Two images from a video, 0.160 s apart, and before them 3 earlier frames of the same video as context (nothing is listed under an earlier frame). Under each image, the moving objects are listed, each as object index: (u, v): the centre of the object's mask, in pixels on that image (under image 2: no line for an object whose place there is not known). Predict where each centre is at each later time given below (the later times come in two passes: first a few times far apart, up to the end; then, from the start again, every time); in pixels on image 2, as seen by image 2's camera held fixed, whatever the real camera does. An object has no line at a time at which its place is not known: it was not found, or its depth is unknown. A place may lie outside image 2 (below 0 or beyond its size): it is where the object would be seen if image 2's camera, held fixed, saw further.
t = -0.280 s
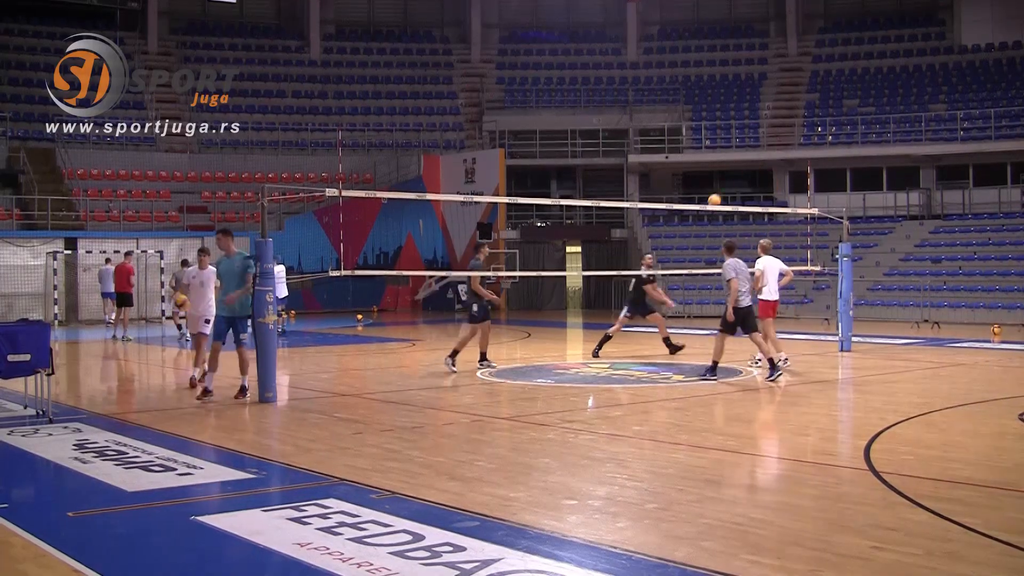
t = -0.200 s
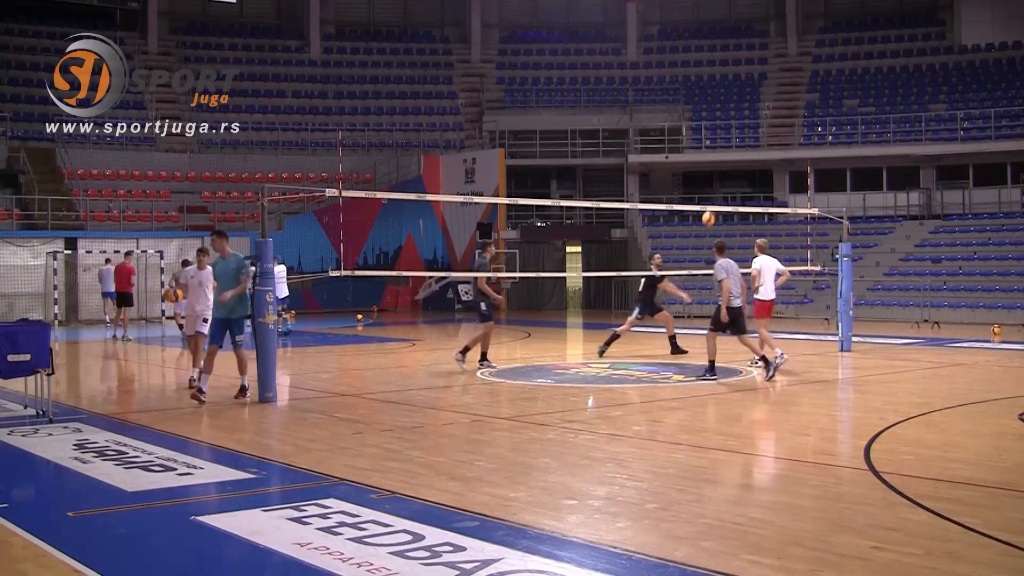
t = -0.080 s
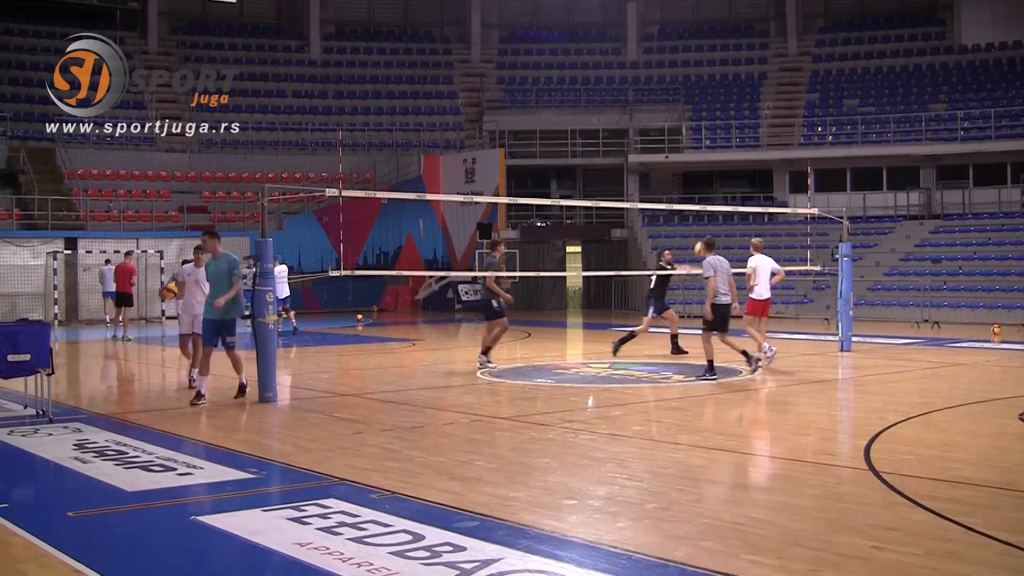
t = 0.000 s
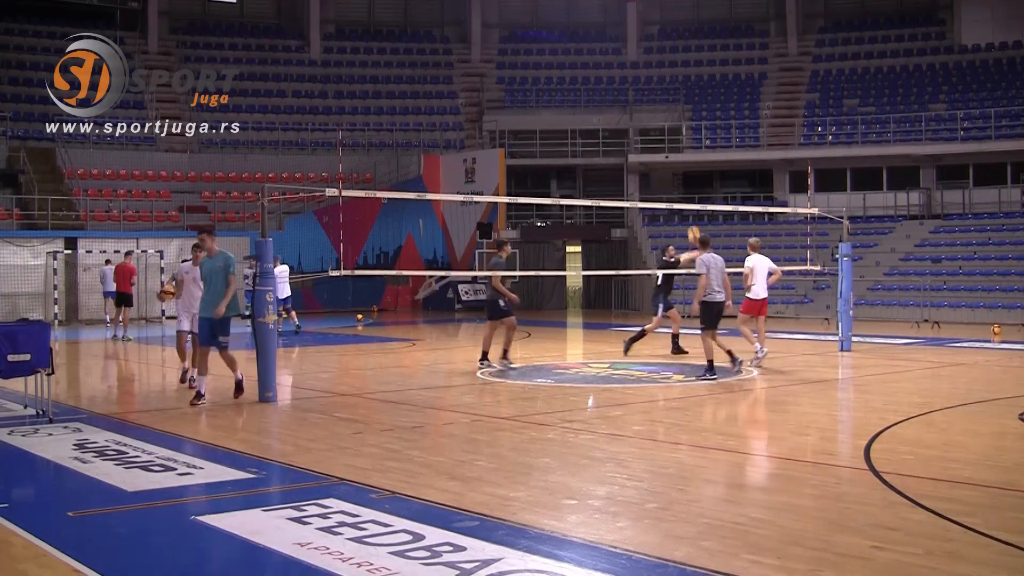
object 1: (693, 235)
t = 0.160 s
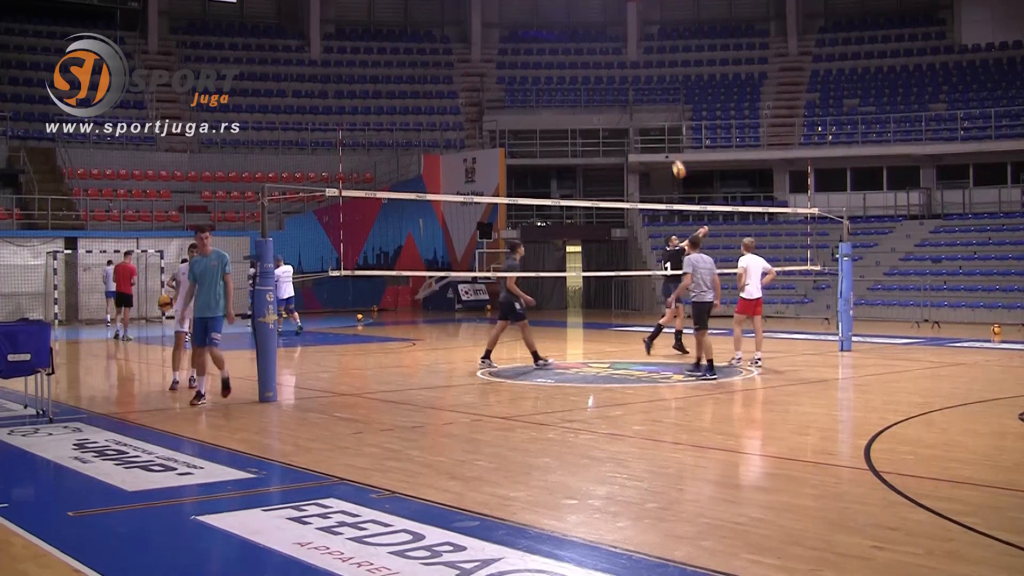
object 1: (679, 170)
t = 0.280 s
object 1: (667, 130)
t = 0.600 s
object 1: (637, 68)
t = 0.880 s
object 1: (611, 62)
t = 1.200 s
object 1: (583, 110)
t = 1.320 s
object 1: (574, 144)
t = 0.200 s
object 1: (675, 155)
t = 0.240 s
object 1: (671, 142)
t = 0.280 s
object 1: (667, 130)
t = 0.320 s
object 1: (664, 119)
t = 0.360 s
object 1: (659, 108)
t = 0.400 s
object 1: (656, 99)
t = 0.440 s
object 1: (652, 92)
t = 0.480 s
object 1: (648, 84)
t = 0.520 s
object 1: (645, 78)
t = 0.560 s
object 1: (641, 73)
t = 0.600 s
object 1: (637, 68)
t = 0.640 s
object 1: (633, 65)
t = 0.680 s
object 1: (630, 62)
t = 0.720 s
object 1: (626, 60)
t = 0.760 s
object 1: (622, 59)
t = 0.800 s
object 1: (618, 60)
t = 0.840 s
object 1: (615, 60)
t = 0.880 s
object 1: (611, 62)
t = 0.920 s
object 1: (608, 65)
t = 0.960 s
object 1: (604, 69)
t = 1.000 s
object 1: (600, 74)
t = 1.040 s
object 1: (597, 79)
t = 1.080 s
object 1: (593, 86)
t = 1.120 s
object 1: (590, 93)
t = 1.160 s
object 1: (586, 101)
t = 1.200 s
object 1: (583, 110)
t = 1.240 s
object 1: (580, 120)
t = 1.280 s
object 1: (577, 131)
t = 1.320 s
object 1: (574, 144)
